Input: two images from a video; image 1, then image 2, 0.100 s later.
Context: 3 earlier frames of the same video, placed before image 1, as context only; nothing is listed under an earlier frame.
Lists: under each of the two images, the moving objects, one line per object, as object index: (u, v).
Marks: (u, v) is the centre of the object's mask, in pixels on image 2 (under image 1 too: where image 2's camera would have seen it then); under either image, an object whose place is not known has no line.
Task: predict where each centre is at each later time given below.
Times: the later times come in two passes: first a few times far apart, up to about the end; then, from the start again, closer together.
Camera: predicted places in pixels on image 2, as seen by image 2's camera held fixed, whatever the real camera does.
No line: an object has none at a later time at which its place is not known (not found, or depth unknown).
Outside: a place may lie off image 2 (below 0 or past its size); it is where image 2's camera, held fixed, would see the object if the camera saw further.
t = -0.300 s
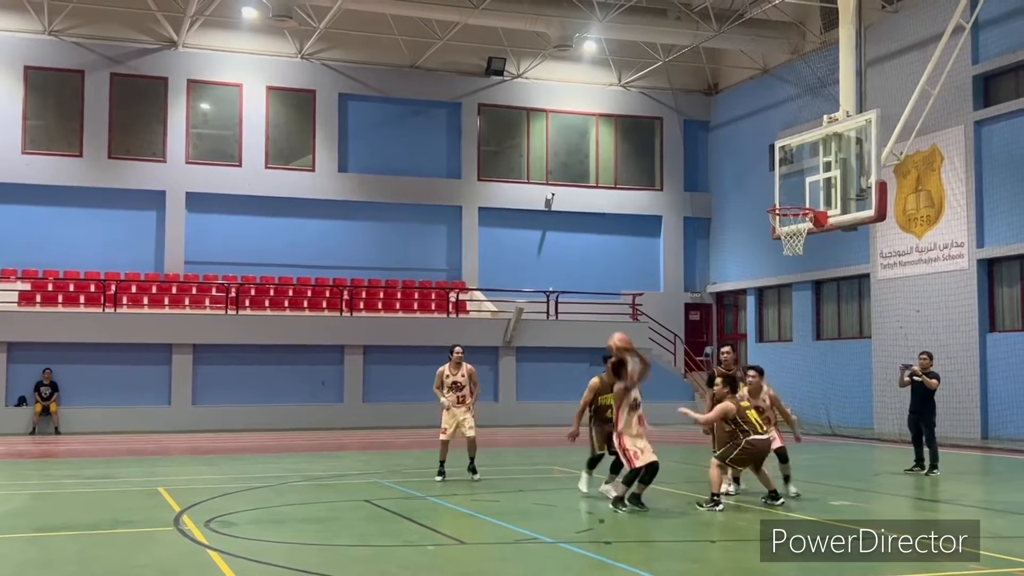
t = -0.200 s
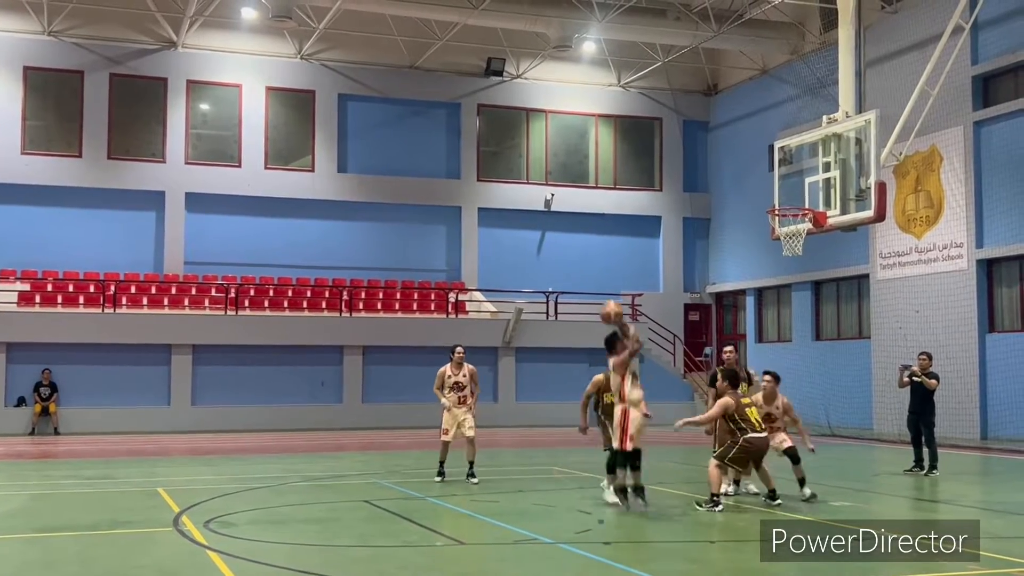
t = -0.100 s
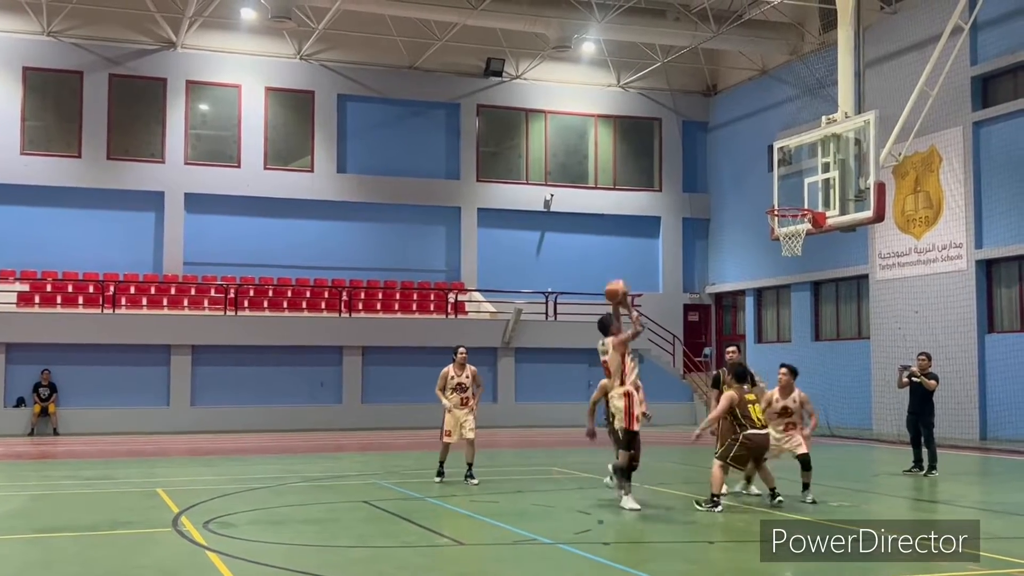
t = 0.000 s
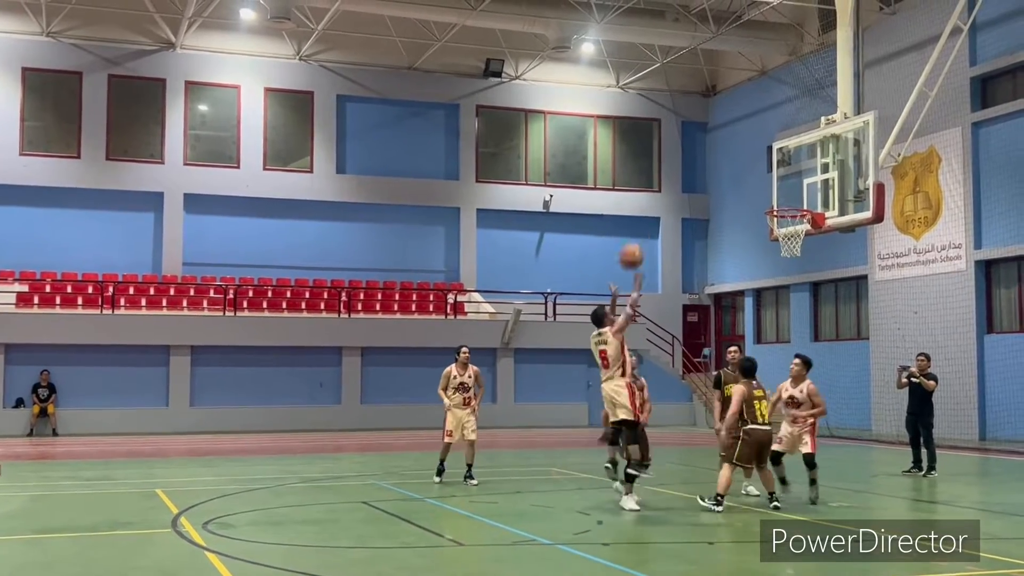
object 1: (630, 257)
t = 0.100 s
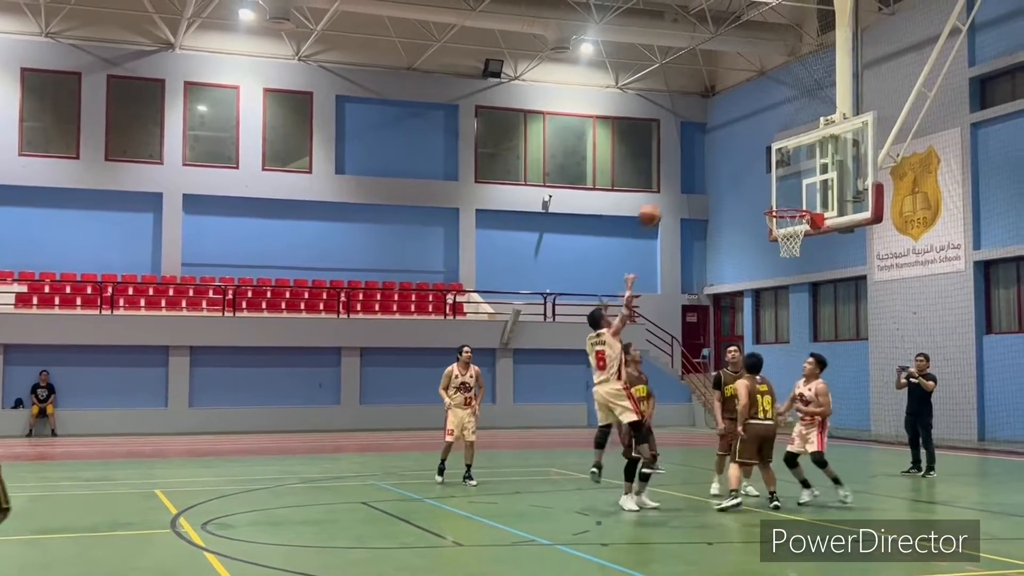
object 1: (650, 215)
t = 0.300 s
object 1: (687, 164)
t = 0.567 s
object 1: (734, 154)
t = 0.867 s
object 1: (784, 199)
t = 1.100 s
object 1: (827, 198)
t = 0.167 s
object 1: (662, 193)
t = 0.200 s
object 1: (668, 184)
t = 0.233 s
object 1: (674, 176)
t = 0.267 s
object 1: (680, 168)
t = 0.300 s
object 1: (687, 164)
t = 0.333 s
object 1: (692, 158)
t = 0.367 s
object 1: (699, 154)
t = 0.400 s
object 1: (704, 152)
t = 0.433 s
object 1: (711, 150)
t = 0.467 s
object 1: (716, 149)
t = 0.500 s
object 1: (722, 150)
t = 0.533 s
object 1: (728, 151)
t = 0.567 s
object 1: (734, 154)
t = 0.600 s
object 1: (739, 158)
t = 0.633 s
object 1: (745, 162)
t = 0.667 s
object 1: (751, 167)
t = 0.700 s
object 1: (757, 173)
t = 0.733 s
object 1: (762, 180)
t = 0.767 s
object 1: (768, 188)
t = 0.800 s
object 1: (773, 197)
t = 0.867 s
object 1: (784, 199)
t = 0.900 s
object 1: (791, 197)
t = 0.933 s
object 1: (798, 194)
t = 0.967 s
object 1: (804, 194)
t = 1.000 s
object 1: (811, 194)
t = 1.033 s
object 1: (816, 194)
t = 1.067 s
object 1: (823, 196)
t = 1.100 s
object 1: (827, 198)
